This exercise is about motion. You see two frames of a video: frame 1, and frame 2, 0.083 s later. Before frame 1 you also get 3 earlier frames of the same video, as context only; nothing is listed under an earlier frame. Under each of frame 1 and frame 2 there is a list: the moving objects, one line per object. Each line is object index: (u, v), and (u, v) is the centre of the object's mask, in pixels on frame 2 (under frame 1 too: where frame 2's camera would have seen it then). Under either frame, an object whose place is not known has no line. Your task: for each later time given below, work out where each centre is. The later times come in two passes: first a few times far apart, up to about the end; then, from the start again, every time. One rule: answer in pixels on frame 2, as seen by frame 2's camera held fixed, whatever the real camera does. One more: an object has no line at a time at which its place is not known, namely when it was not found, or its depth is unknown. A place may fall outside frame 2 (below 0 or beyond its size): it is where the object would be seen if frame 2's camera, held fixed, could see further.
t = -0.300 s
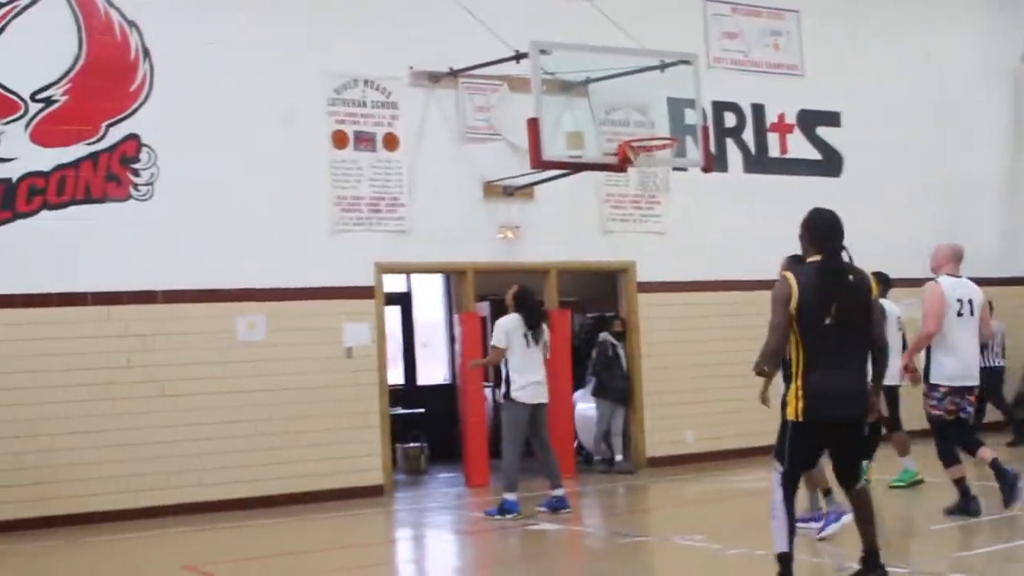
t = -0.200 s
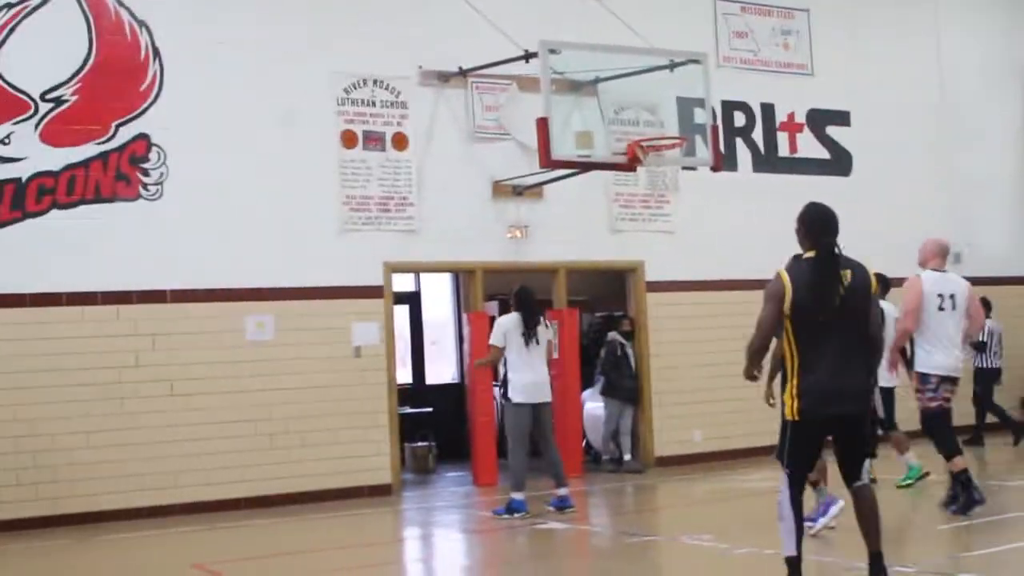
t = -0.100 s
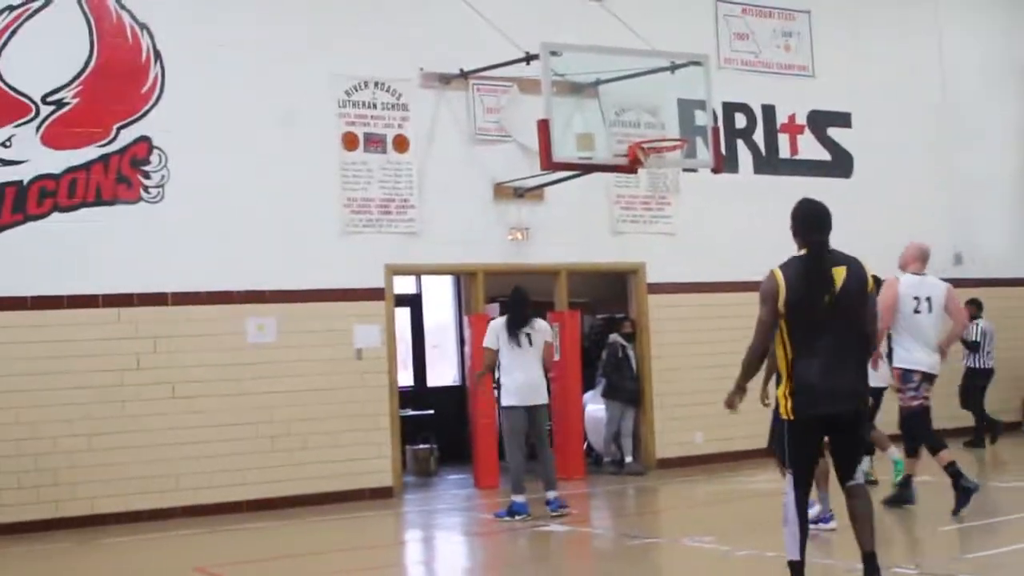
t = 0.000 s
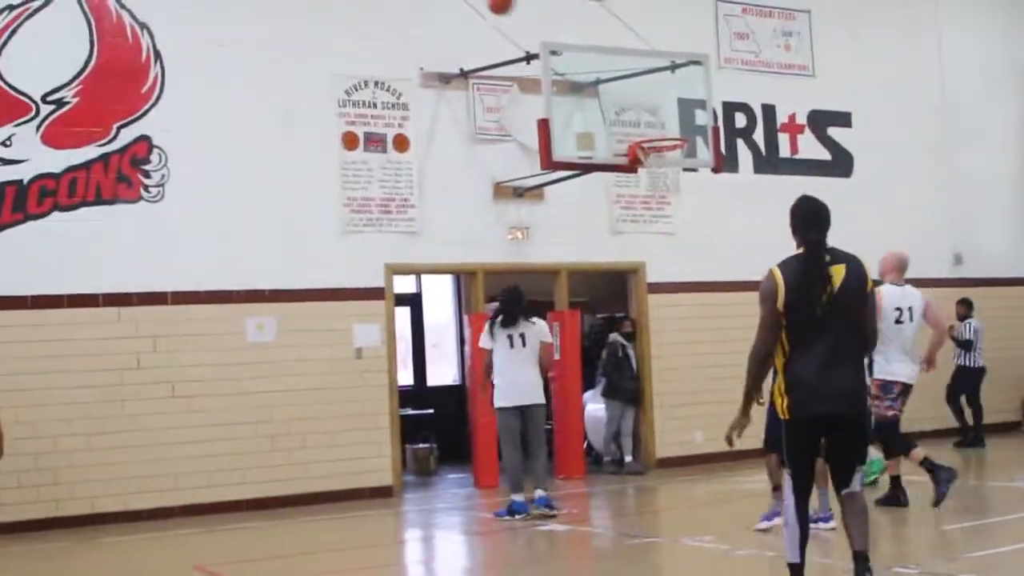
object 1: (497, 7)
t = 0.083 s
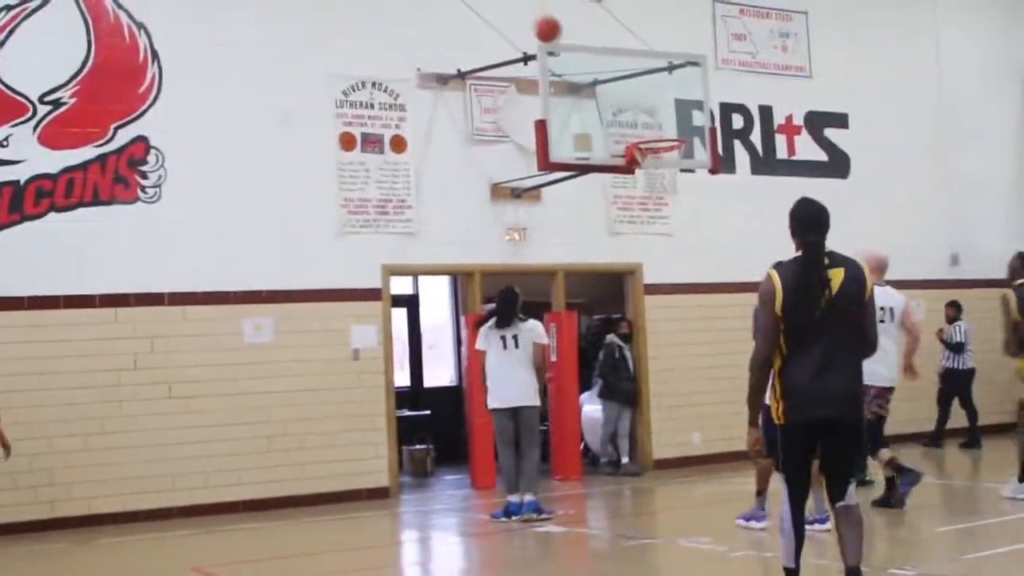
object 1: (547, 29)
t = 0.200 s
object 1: (616, 79)
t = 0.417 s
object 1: (635, 123)
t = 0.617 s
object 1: (614, 70)
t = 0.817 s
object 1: (593, 61)
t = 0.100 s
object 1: (557, 35)
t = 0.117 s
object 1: (567, 42)
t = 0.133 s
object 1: (577, 48)
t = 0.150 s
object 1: (587, 56)
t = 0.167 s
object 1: (597, 64)
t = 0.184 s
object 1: (606, 71)
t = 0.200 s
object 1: (616, 79)
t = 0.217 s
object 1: (625, 88)
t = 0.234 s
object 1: (635, 96)
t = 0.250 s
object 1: (644, 104)
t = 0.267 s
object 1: (654, 114)
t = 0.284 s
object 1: (662, 123)
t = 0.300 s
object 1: (672, 133)
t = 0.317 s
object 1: (672, 137)
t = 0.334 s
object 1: (663, 136)
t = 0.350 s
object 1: (655, 136)
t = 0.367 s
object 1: (646, 136)
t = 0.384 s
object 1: (640, 134)
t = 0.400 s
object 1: (638, 128)
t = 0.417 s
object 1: (635, 123)
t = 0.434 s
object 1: (634, 115)
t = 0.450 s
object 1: (632, 111)
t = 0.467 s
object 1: (630, 105)
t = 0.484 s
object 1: (628, 100)
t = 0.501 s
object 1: (627, 95)
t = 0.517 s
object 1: (625, 90)
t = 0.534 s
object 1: (623, 87)
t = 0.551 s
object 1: (621, 83)
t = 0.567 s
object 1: (619, 79)
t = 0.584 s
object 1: (617, 75)
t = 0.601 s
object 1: (615, 72)
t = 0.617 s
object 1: (614, 70)
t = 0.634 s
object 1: (612, 68)
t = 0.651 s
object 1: (610, 66)
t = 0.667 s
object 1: (608, 64)
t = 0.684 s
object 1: (606, 63)
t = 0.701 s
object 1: (605, 61)
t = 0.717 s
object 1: (603, 61)
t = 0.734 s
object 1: (601, 60)
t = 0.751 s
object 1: (600, 60)
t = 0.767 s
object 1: (598, 60)
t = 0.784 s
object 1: (596, 60)
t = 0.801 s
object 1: (595, 60)
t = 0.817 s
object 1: (593, 61)
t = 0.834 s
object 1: (592, 62)
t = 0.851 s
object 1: (590, 63)
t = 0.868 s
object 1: (589, 65)
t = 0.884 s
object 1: (587, 67)
